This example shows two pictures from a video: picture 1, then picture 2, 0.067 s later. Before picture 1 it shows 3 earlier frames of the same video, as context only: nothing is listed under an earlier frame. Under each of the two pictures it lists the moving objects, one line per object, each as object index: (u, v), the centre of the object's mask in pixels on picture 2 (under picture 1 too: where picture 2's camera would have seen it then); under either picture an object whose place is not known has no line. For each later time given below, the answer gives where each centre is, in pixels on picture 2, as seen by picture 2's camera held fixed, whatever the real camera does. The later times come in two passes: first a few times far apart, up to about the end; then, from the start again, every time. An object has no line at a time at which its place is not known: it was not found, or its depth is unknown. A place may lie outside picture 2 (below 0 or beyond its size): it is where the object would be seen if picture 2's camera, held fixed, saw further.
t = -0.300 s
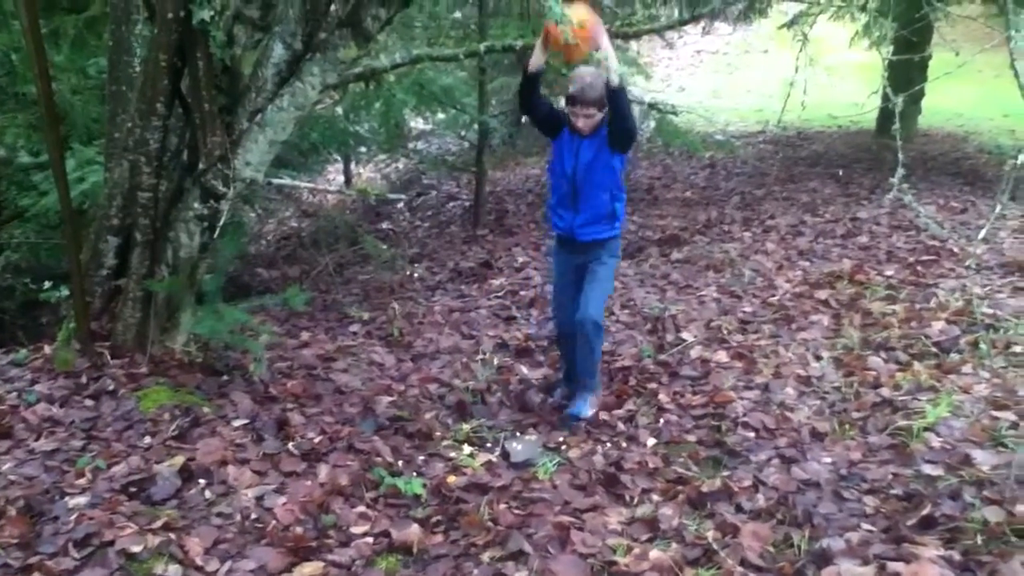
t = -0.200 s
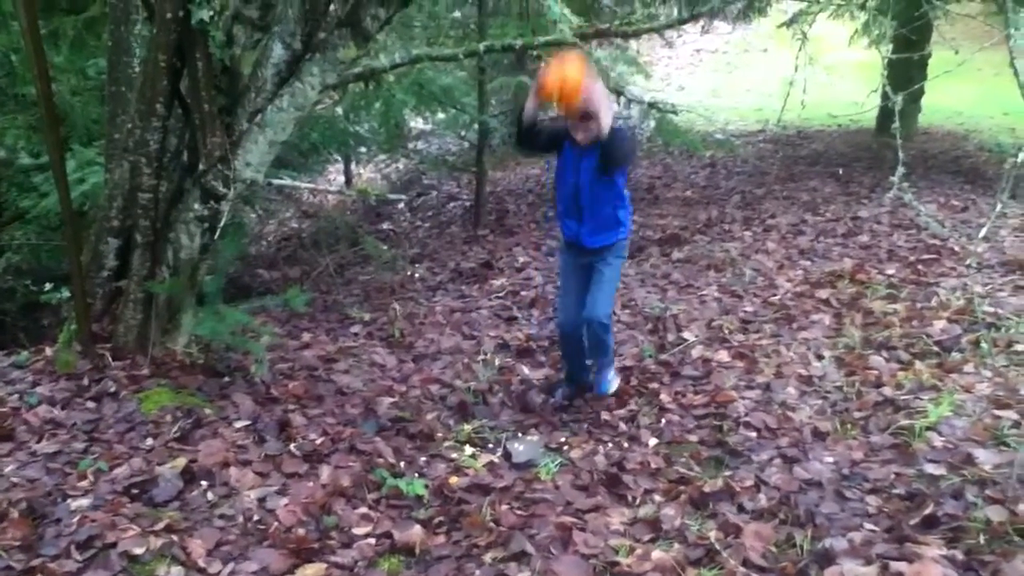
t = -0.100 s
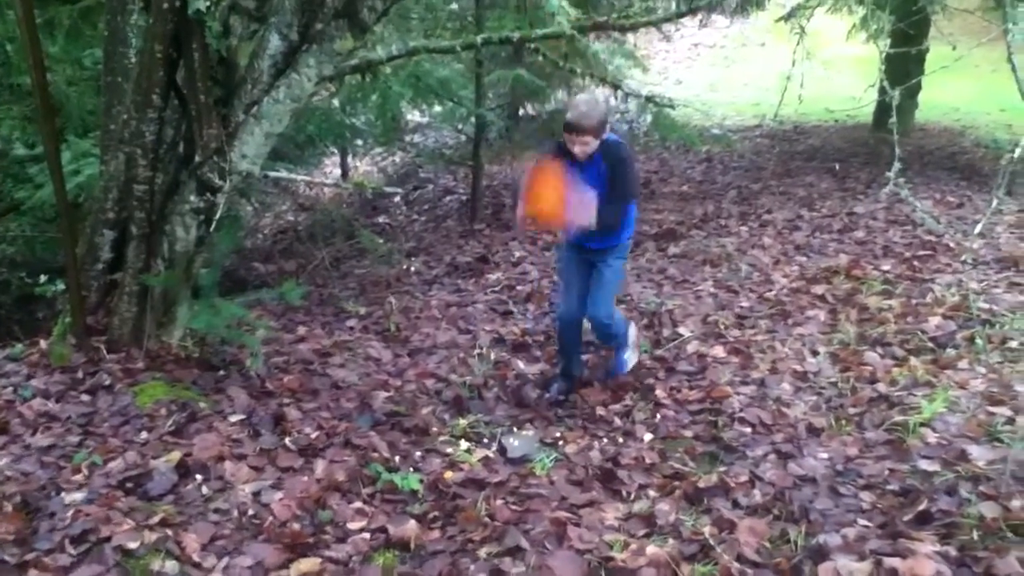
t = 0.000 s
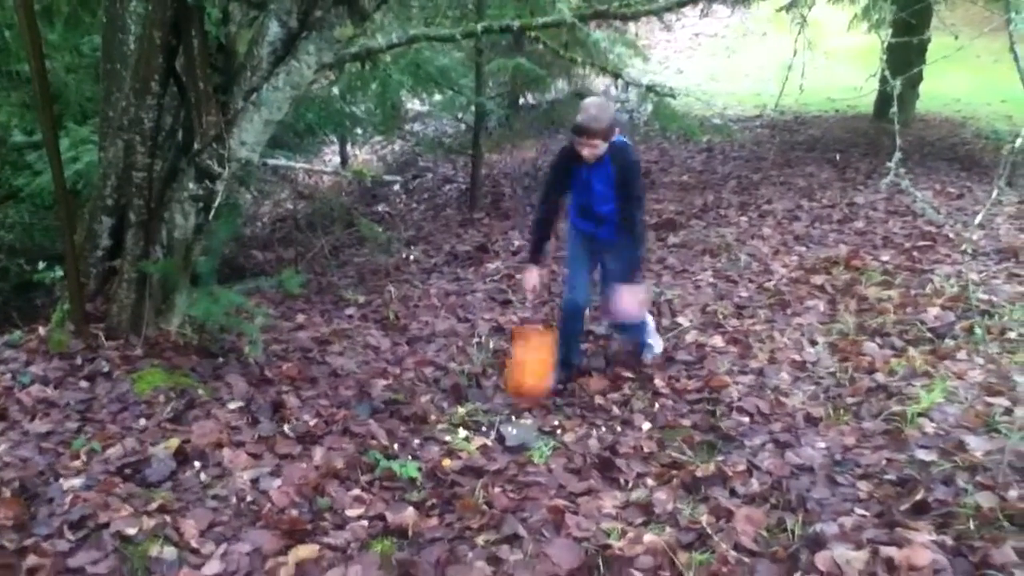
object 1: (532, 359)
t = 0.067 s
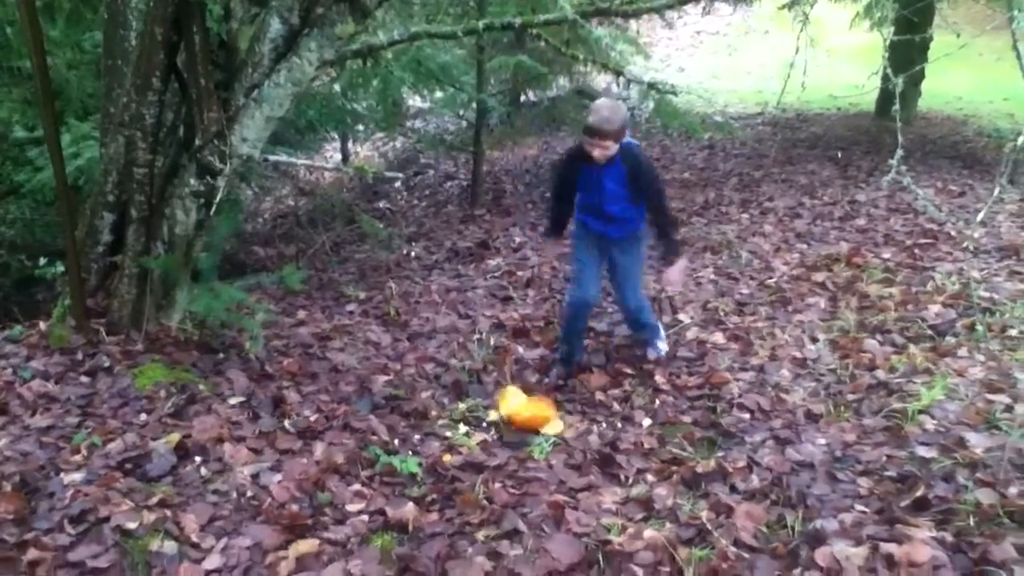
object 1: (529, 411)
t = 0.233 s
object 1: (539, 412)
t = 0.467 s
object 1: (548, 413)
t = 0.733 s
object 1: (546, 413)
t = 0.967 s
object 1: (546, 413)
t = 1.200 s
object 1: (546, 413)
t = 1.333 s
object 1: (546, 414)
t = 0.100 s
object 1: (531, 407)
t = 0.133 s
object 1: (533, 406)
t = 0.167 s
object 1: (535, 408)
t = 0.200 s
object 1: (537, 411)
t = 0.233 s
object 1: (539, 412)
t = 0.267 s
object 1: (542, 413)
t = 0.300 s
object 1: (544, 413)
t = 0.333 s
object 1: (545, 413)
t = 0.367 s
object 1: (546, 413)
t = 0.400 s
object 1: (547, 413)
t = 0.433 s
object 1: (548, 413)
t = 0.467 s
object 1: (548, 413)
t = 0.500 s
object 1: (548, 413)
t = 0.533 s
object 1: (548, 413)
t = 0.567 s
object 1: (548, 413)
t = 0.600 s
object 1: (547, 413)
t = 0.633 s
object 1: (546, 413)
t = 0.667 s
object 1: (546, 413)
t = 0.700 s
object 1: (546, 413)
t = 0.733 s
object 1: (546, 413)
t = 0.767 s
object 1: (546, 413)
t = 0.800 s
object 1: (546, 413)
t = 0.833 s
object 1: (546, 413)
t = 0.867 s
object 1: (546, 413)
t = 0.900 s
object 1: (546, 413)
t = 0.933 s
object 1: (546, 413)
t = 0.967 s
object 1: (546, 413)
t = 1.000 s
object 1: (546, 413)
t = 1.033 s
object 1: (546, 413)
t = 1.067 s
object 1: (546, 413)
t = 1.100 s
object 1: (546, 413)
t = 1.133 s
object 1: (546, 413)
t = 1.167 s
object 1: (546, 413)
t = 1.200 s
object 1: (546, 413)
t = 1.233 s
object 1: (546, 413)
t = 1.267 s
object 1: (546, 413)
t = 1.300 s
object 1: (546, 413)
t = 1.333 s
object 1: (546, 414)
